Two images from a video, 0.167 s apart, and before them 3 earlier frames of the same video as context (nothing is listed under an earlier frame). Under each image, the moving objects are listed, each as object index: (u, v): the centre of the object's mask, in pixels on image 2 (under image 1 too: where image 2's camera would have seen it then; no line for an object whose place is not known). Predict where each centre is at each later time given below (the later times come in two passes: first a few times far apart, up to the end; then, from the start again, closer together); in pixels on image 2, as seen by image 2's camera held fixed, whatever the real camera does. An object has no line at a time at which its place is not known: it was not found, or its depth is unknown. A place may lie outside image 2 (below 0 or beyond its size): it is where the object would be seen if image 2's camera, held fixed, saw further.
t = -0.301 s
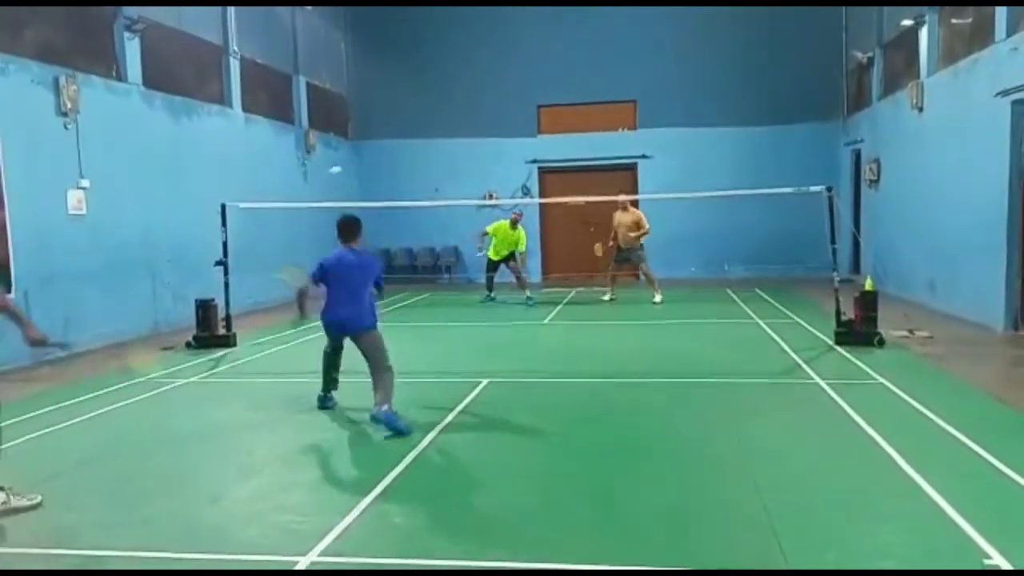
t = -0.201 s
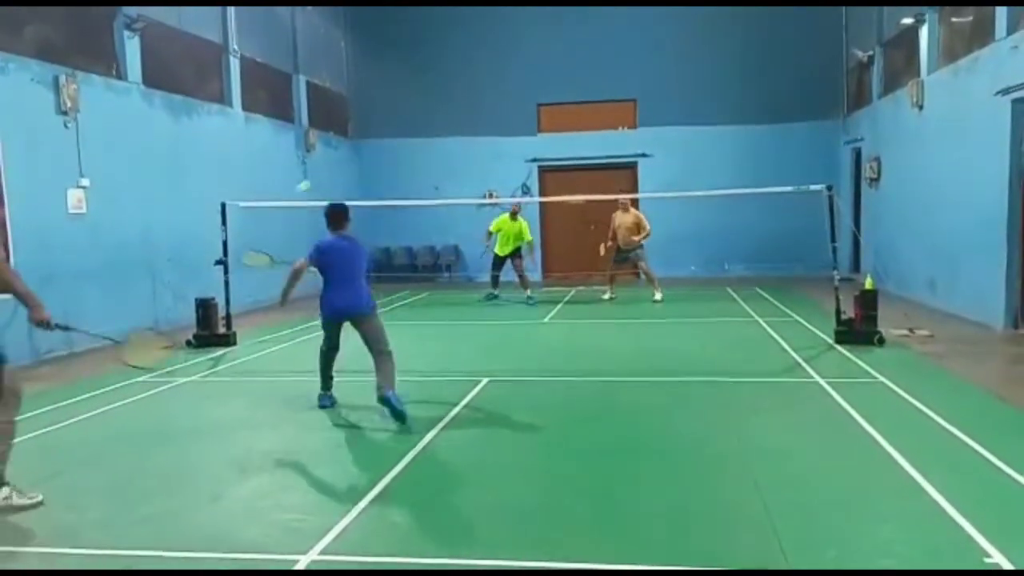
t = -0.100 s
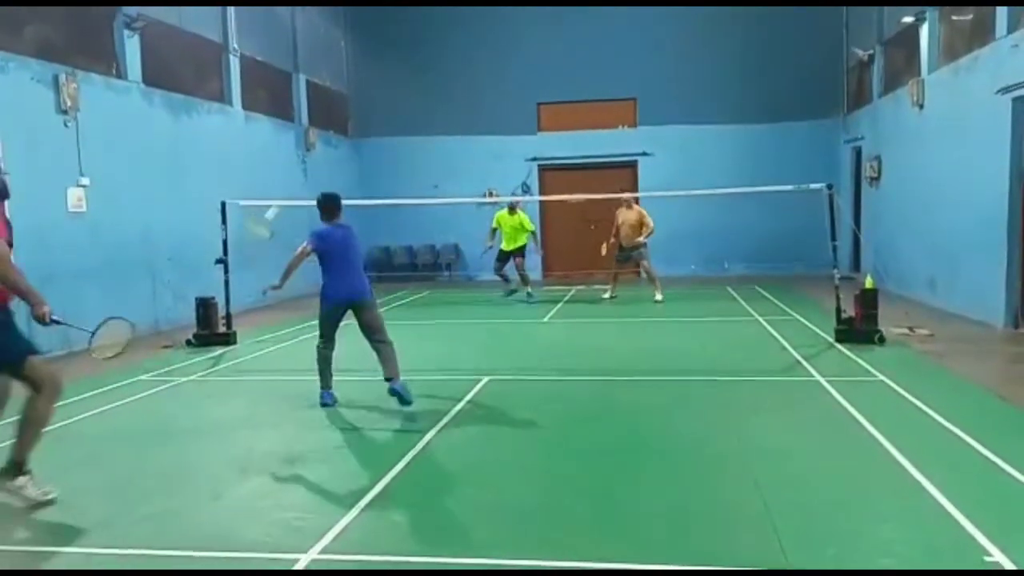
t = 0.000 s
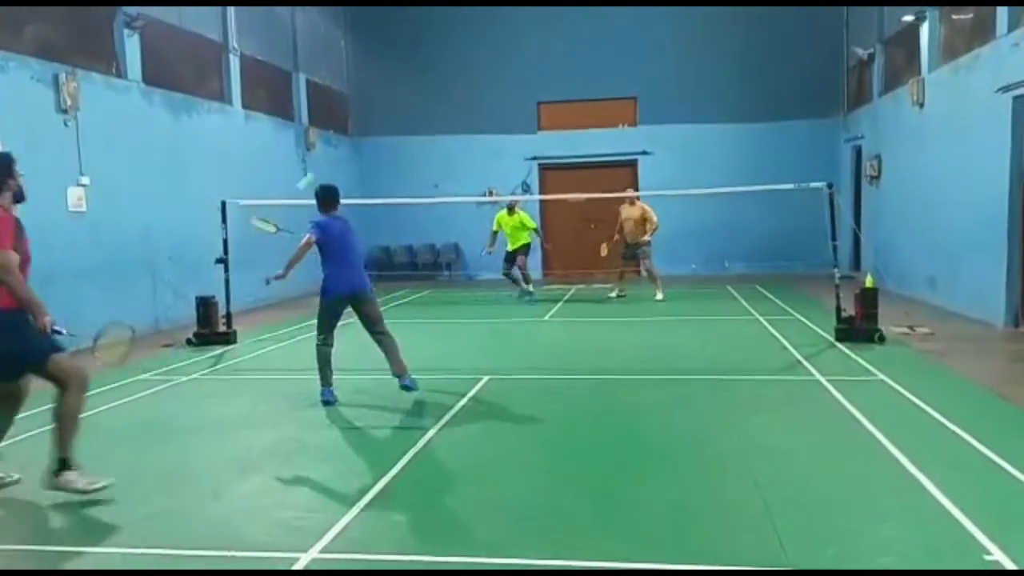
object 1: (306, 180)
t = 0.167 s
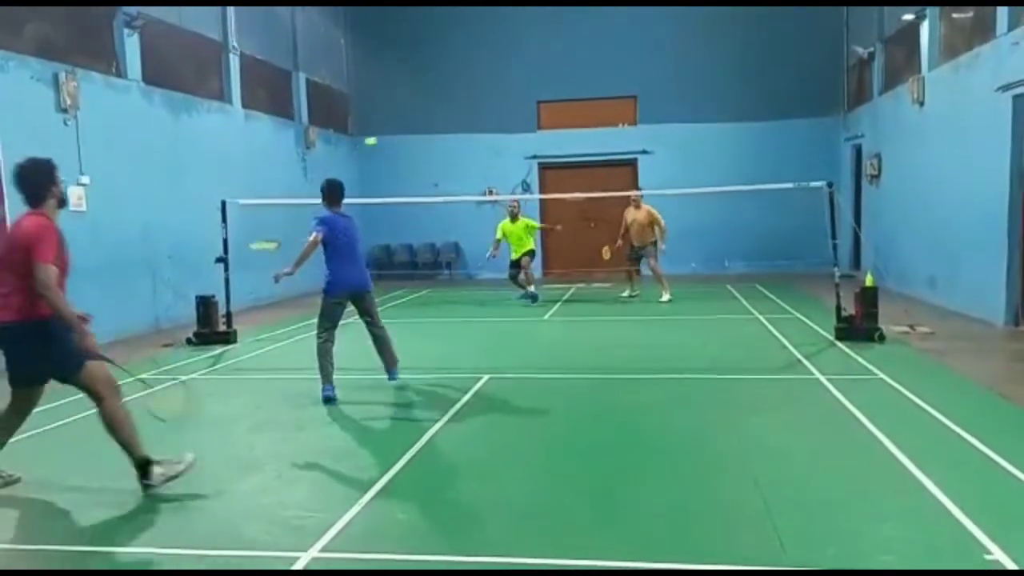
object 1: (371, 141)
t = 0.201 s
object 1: (378, 139)
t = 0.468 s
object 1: (437, 158)
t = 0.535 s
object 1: (448, 170)
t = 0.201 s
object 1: (378, 139)
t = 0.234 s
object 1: (386, 139)
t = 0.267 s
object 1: (394, 139)
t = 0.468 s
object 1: (437, 158)
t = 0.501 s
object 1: (443, 163)
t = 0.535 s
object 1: (448, 170)
